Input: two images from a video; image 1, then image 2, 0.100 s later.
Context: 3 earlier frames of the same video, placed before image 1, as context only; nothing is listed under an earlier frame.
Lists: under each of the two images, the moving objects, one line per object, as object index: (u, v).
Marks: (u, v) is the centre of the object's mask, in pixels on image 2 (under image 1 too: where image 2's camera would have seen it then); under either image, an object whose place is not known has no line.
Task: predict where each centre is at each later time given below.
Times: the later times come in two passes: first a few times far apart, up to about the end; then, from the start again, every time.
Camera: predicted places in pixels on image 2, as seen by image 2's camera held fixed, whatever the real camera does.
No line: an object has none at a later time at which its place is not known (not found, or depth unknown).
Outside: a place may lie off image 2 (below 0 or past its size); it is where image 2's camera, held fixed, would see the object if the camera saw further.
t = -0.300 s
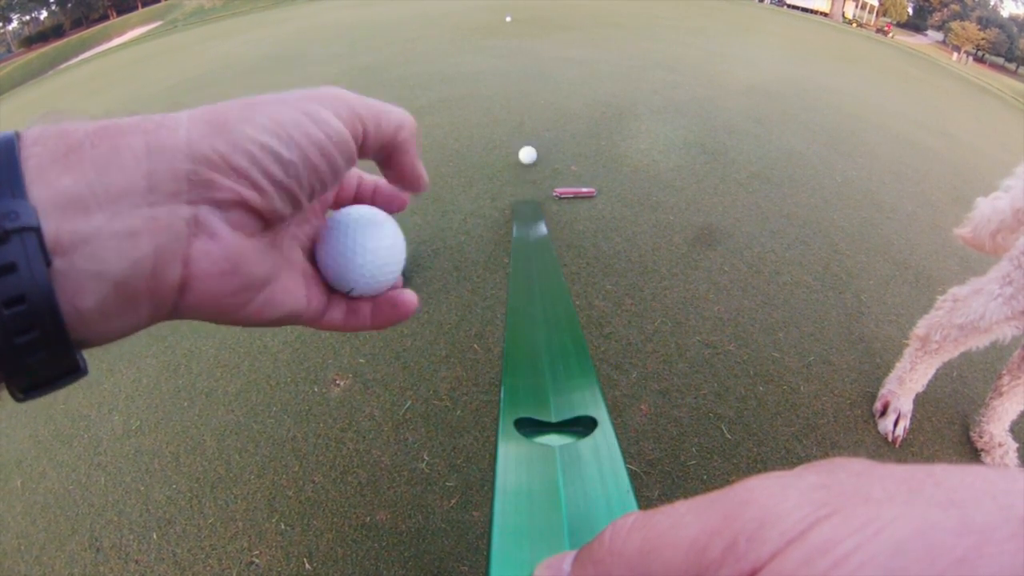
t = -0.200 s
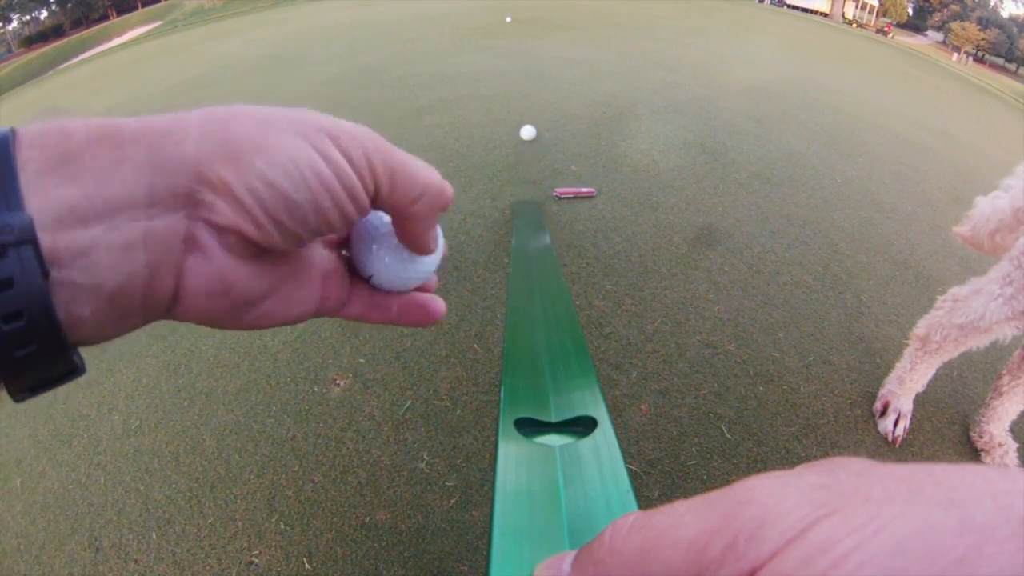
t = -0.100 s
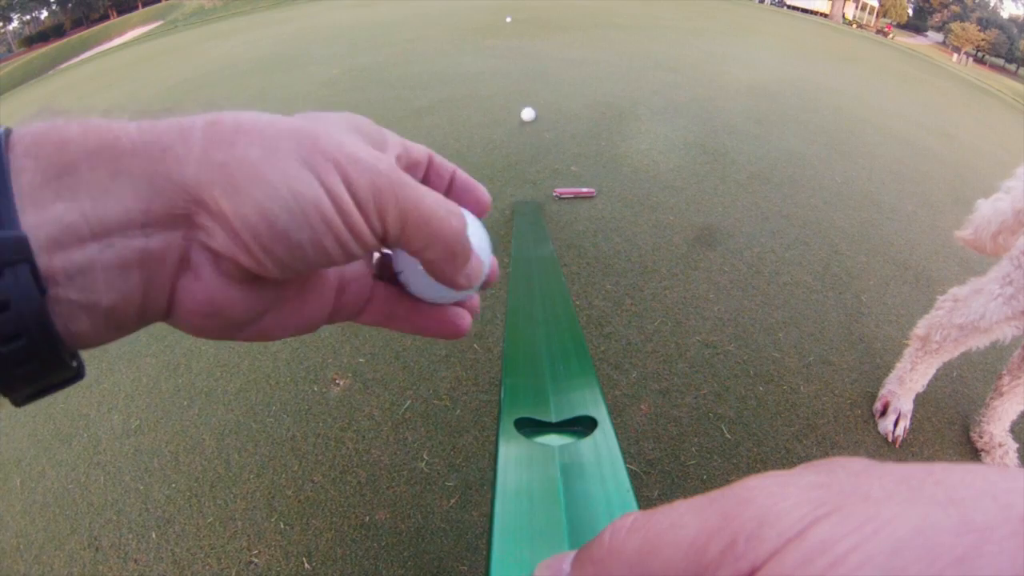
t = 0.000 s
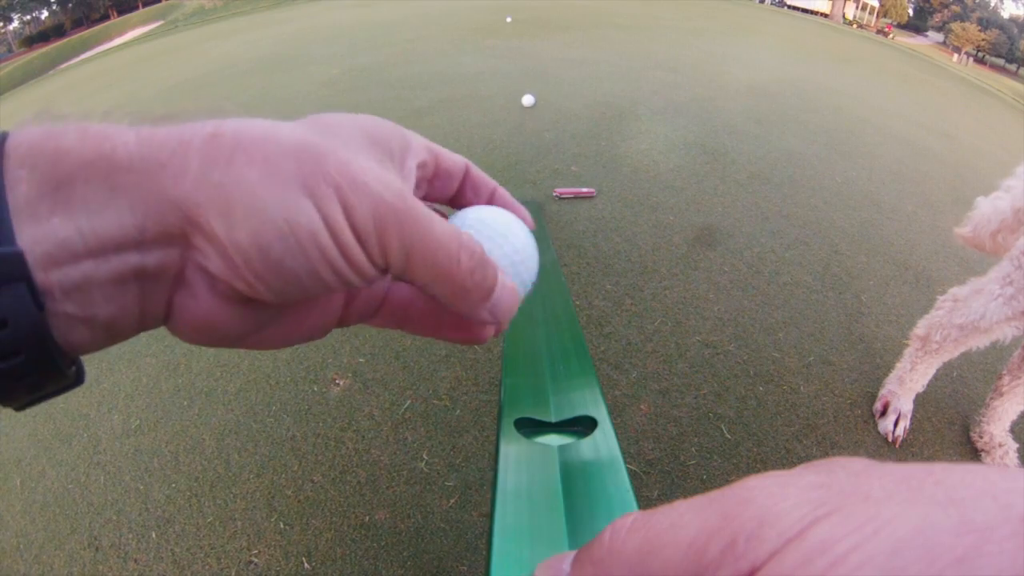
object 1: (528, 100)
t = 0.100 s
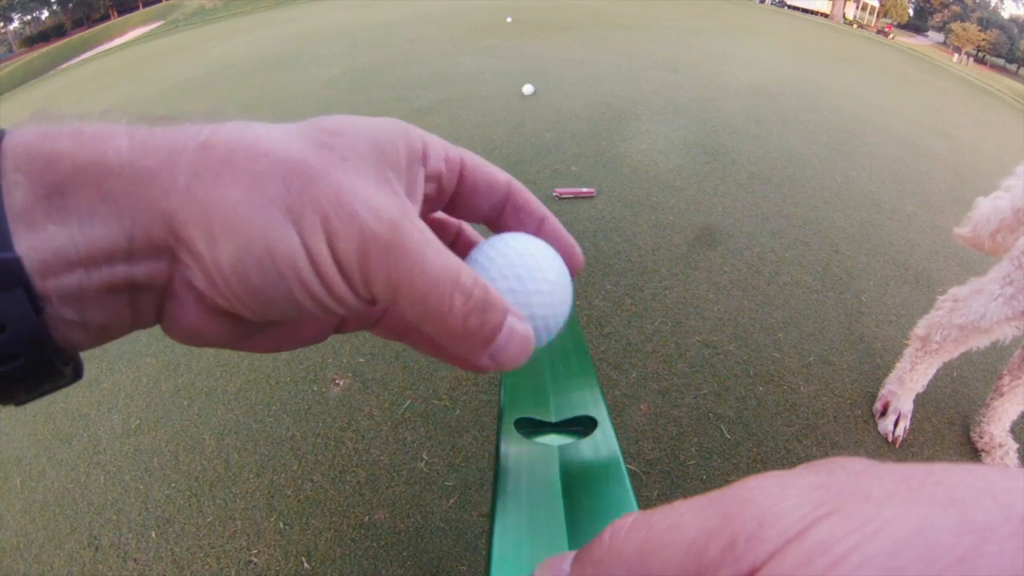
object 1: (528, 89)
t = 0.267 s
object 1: (527, 75)
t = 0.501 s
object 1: (527, 61)
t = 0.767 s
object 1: (526, 50)
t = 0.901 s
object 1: (526, 45)
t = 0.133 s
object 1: (528, 86)
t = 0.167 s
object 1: (528, 83)
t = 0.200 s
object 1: (527, 80)
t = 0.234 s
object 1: (527, 78)
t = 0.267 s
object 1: (527, 75)
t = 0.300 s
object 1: (527, 73)
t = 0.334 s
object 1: (527, 70)
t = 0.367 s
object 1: (527, 69)
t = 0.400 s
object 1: (527, 67)
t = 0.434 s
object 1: (527, 65)
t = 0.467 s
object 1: (527, 63)
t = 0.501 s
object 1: (527, 61)
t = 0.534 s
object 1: (526, 59)
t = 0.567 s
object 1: (526, 58)
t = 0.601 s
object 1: (526, 57)
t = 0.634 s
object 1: (527, 55)
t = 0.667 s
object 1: (526, 54)
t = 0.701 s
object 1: (526, 52)
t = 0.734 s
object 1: (526, 51)
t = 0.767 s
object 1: (526, 50)
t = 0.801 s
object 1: (526, 48)
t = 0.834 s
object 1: (526, 48)
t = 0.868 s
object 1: (526, 46)
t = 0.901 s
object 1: (526, 45)
